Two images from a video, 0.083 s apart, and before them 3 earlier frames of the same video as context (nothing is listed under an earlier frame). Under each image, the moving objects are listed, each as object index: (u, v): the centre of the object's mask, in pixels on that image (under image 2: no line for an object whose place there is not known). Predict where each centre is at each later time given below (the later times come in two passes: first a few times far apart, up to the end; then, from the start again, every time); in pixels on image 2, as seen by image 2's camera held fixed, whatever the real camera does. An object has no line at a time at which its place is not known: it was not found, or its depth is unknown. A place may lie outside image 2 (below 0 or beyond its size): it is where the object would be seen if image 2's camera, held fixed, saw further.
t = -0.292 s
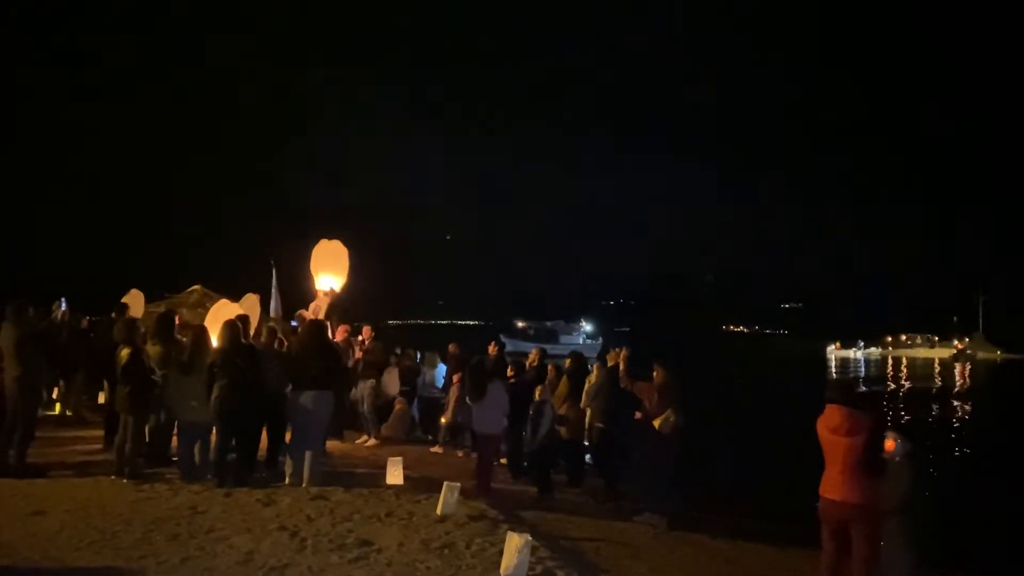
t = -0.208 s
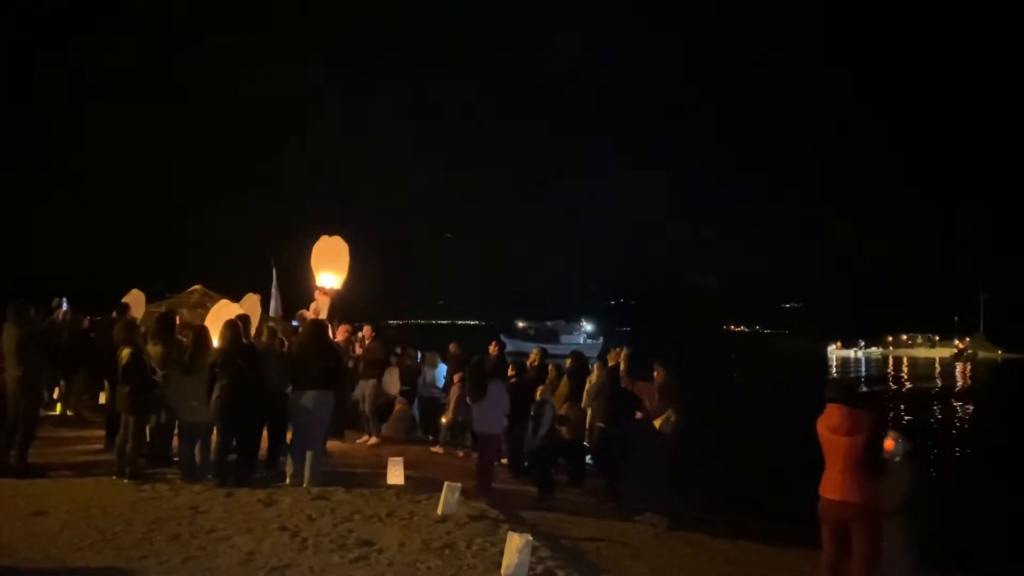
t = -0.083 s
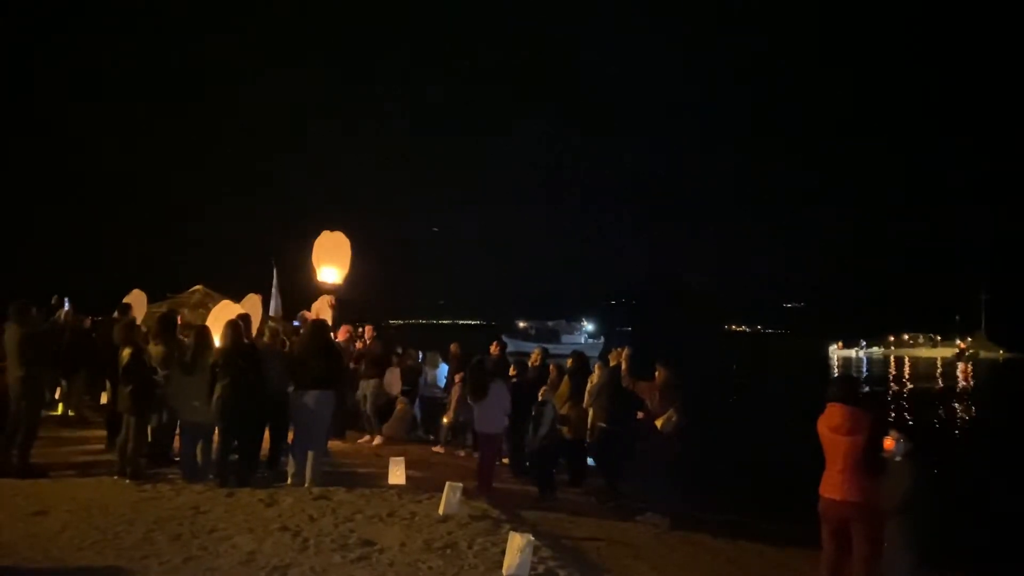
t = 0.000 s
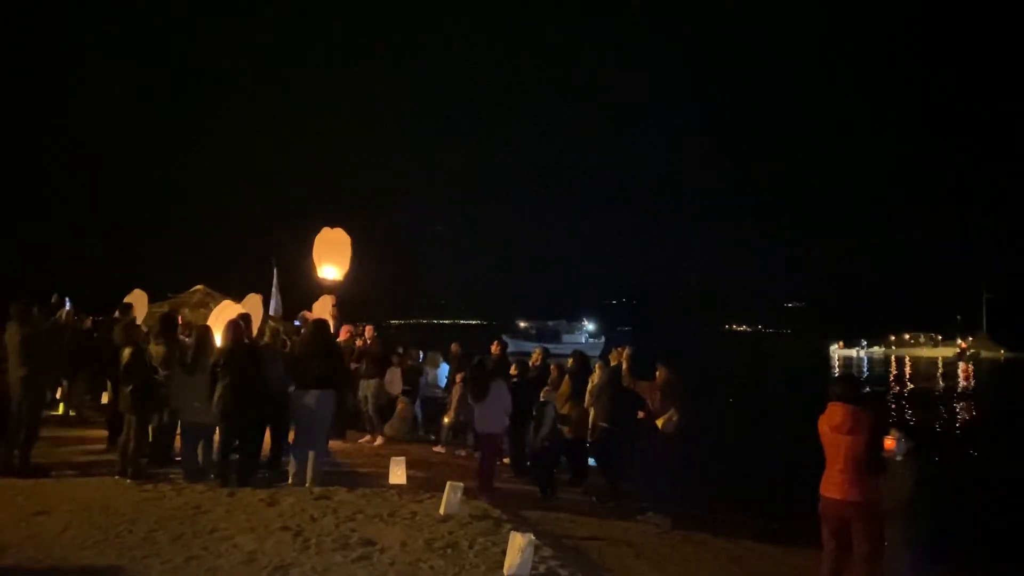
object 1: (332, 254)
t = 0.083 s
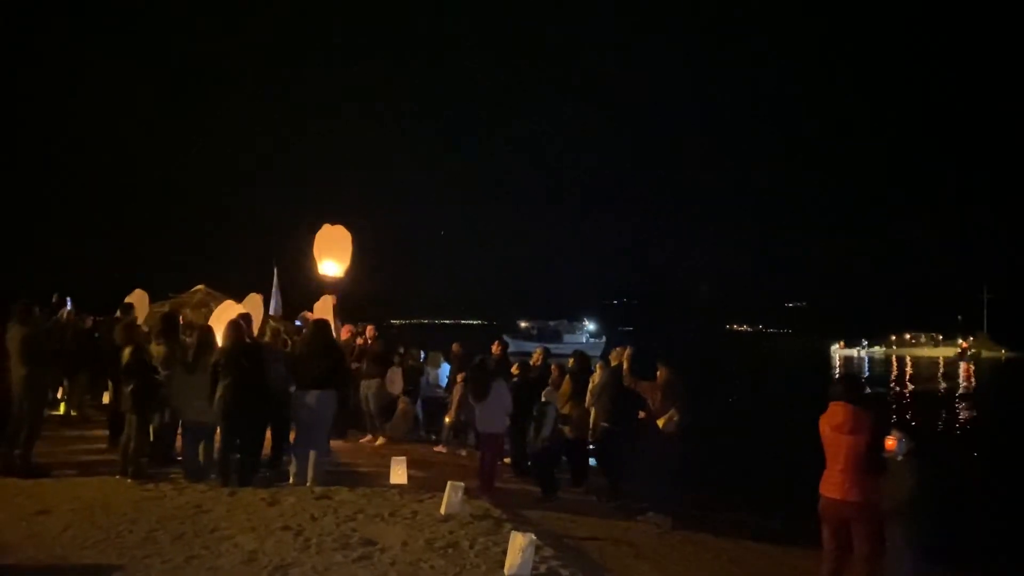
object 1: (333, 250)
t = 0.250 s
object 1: (332, 244)
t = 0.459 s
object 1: (331, 238)
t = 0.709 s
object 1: (330, 230)
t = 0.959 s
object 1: (328, 224)
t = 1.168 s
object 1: (325, 220)
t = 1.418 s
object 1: (323, 216)
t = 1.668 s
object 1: (321, 212)
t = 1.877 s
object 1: (318, 209)
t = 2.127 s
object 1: (315, 206)
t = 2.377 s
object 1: (312, 203)
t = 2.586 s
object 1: (309, 201)
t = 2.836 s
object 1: (306, 198)
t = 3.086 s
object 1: (302, 196)
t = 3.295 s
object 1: (299, 194)
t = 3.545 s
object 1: (295, 192)
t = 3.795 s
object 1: (291, 191)
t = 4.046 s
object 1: (287, 190)
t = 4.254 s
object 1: (283, 189)
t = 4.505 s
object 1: (279, 188)
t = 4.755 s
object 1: (275, 187)
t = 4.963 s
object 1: (272, 186)
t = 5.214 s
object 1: (268, 186)
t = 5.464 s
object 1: (264, 185)
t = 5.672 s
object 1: (260, 185)
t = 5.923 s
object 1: (257, 184)
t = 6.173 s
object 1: (254, 183)
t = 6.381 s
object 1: (251, 183)
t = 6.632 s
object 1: (248, 182)
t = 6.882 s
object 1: (246, 180)
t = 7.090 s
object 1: (244, 179)
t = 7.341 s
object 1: (242, 178)
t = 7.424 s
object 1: (242, 177)
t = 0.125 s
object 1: (333, 249)
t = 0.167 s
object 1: (333, 248)
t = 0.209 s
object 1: (332, 246)
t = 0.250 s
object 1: (332, 244)
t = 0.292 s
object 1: (332, 243)
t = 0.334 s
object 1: (332, 242)
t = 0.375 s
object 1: (332, 240)
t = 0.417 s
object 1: (331, 239)
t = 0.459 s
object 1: (331, 238)
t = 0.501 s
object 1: (331, 236)
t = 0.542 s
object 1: (331, 235)
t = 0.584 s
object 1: (331, 234)
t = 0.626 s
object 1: (330, 233)
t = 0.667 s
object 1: (330, 231)
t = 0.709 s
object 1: (330, 230)
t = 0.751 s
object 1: (329, 229)
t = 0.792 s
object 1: (329, 228)
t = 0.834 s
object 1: (329, 227)
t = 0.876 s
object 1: (328, 226)
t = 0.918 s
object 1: (328, 225)
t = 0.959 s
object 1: (328, 224)
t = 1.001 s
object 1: (327, 223)
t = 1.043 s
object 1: (326, 223)
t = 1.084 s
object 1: (326, 222)
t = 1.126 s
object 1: (326, 221)
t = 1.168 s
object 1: (325, 220)
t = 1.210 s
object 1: (325, 219)
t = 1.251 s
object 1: (325, 218)
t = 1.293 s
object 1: (324, 218)
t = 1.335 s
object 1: (324, 217)
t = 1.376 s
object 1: (323, 216)
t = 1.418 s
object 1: (323, 216)
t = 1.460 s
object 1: (323, 215)
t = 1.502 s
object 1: (322, 214)
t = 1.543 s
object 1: (322, 214)
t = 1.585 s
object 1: (321, 213)
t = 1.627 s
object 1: (321, 213)
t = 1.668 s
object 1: (321, 212)
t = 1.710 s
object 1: (320, 211)
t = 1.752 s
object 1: (319, 211)
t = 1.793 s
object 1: (319, 210)
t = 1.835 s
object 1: (319, 210)
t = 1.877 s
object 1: (318, 209)
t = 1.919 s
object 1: (317, 209)
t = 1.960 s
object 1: (317, 208)
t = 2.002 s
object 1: (316, 208)
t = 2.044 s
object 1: (316, 207)
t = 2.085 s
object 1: (315, 207)
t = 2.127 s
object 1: (315, 206)
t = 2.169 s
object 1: (314, 206)
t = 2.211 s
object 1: (314, 205)
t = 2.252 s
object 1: (313, 205)
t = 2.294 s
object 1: (313, 204)
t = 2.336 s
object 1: (312, 203)
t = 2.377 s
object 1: (312, 203)
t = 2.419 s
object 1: (311, 203)
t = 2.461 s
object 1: (311, 202)
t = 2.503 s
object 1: (310, 201)
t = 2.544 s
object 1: (310, 201)
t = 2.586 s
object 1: (309, 201)
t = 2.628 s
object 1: (309, 200)
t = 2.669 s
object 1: (308, 200)
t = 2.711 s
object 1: (307, 199)
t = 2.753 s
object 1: (307, 199)
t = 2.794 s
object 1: (306, 199)
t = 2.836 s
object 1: (306, 198)
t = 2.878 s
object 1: (305, 198)
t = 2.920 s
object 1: (304, 198)
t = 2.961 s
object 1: (304, 197)
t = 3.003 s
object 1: (303, 197)
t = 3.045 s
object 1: (303, 196)
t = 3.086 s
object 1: (302, 196)
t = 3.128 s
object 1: (301, 196)
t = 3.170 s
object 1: (301, 195)
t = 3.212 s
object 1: (300, 195)
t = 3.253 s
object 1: (300, 194)
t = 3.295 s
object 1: (299, 194)
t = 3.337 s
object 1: (298, 194)
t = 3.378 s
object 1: (298, 194)
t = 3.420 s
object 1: (297, 193)
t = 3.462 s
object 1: (296, 193)
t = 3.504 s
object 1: (295, 193)
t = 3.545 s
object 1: (295, 192)
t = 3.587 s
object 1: (294, 192)
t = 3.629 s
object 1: (294, 192)
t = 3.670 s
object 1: (293, 192)
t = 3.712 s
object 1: (292, 191)
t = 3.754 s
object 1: (292, 191)
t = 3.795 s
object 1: (291, 191)
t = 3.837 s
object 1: (290, 191)
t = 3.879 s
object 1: (289, 190)
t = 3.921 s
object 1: (289, 190)
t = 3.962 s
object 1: (288, 190)
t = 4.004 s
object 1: (287, 190)
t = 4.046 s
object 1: (287, 190)
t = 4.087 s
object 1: (286, 189)
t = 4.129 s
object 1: (285, 189)
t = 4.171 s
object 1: (285, 189)
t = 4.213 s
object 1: (284, 189)
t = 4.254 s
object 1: (283, 189)
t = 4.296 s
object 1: (283, 188)
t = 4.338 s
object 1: (282, 188)
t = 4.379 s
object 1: (281, 188)
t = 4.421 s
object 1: (281, 188)
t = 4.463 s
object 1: (280, 188)
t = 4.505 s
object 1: (279, 188)
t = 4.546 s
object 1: (279, 188)
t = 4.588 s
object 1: (278, 187)
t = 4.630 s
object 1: (277, 187)
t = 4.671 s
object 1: (277, 187)
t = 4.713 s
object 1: (276, 187)
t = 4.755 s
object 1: (275, 187)
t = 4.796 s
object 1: (275, 187)
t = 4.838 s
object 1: (274, 187)
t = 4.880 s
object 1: (273, 186)
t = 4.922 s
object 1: (273, 186)
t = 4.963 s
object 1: (272, 186)
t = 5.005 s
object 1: (271, 186)
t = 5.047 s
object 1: (270, 186)
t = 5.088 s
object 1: (270, 186)
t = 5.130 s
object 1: (269, 186)
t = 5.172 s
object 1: (268, 186)
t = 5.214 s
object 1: (268, 186)
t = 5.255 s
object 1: (267, 185)
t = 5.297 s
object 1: (266, 185)
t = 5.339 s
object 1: (266, 185)
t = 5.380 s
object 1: (265, 185)
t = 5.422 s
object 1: (264, 185)
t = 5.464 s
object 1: (264, 185)
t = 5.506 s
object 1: (263, 185)
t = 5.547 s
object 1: (262, 185)
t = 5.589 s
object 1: (262, 185)
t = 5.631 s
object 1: (261, 185)
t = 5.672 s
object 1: (260, 185)
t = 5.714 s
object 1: (260, 184)
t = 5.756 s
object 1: (259, 184)
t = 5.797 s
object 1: (259, 184)
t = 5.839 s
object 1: (258, 184)
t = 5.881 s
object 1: (258, 184)
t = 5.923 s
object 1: (257, 184)
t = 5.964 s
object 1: (256, 184)
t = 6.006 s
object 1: (256, 184)
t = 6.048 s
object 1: (256, 184)
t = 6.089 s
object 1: (255, 184)
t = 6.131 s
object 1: (254, 183)
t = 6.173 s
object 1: (254, 183)
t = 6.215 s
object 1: (253, 183)
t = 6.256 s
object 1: (253, 183)
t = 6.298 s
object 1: (252, 183)
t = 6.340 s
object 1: (252, 183)
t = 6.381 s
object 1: (251, 183)
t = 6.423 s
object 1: (251, 182)
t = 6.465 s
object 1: (250, 182)
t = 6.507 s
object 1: (250, 182)
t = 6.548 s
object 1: (249, 182)
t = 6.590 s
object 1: (249, 182)
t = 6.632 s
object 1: (248, 182)
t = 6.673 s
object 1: (248, 181)
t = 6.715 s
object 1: (248, 181)
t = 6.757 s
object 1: (247, 181)
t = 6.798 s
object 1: (247, 181)
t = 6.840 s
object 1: (246, 181)
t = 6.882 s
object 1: (246, 180)
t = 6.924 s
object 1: (246, 180)
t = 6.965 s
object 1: (245, 180)
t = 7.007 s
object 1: (245, 180)
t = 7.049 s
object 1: (245, 179)
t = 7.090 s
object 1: (244, 179)
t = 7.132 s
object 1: (244, 179)
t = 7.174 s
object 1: (244, 179)
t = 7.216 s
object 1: (243, 179)
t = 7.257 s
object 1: (243, 178)
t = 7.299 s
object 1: (243, 178)
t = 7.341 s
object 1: (242, 178)
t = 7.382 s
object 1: (242, 177)
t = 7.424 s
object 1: (242, 177)
